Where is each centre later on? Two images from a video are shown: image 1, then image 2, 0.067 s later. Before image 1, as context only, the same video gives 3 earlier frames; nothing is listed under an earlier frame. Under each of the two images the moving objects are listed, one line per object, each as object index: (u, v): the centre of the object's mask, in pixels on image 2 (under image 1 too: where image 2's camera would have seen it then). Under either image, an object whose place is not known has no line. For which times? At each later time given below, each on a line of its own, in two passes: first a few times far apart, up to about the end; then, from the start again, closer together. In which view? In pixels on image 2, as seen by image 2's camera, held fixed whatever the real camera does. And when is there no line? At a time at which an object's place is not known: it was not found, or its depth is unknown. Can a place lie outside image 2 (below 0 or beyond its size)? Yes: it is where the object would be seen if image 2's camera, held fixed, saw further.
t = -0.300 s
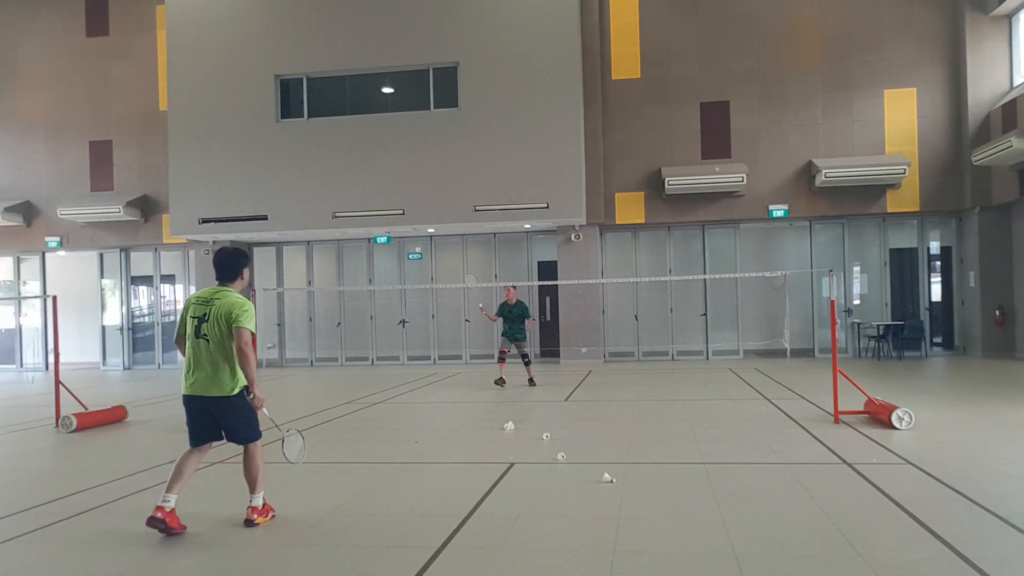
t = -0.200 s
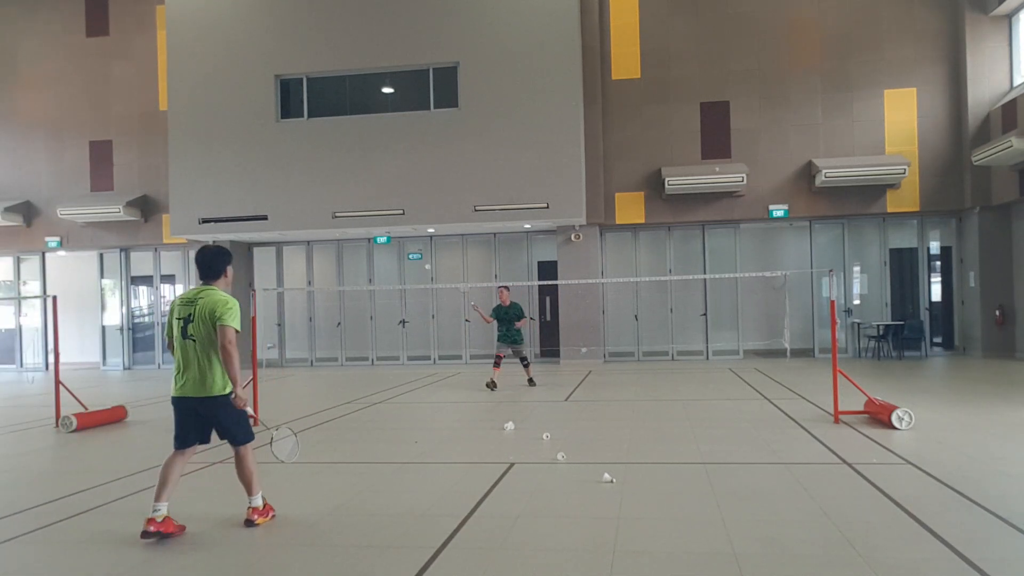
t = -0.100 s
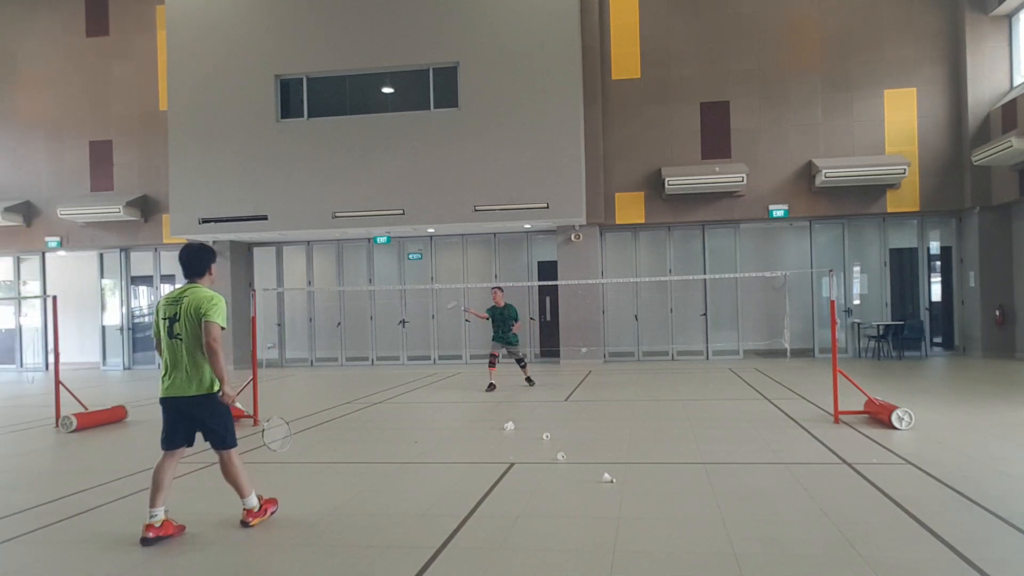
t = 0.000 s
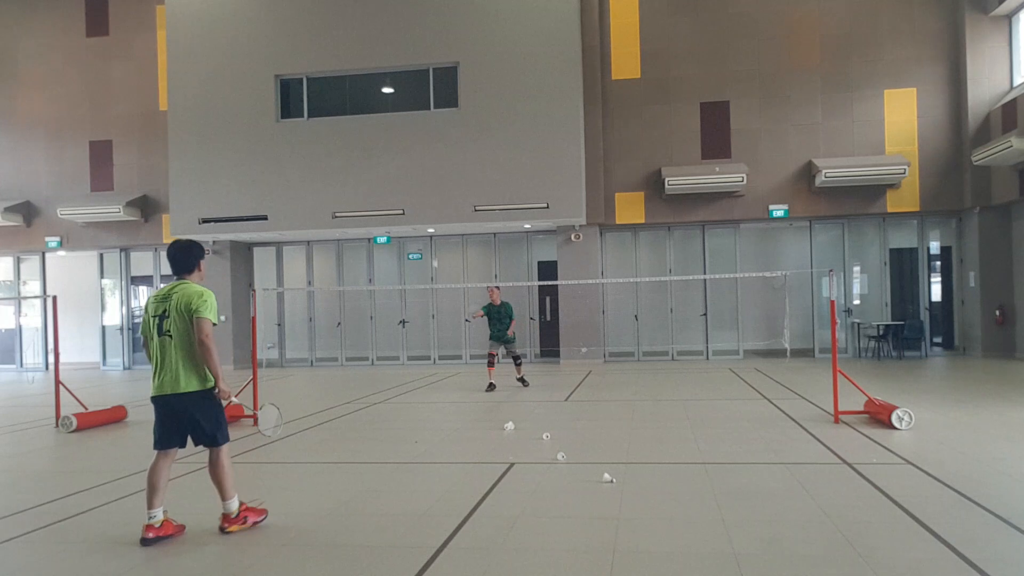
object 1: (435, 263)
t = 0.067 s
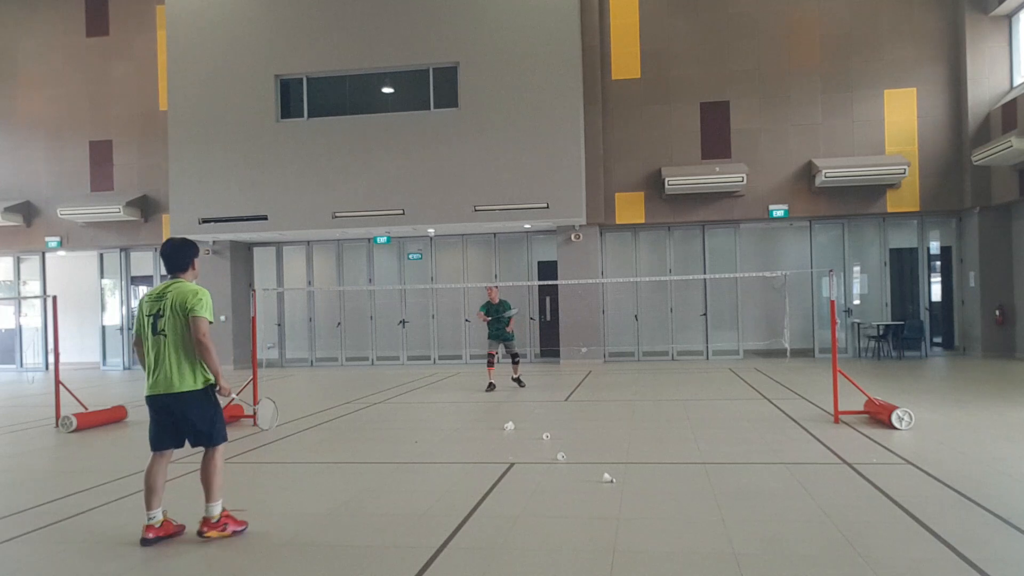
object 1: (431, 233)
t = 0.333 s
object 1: (409, 154)
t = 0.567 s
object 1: (389, 142)
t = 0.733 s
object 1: (373, 178)
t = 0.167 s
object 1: (422, 195)
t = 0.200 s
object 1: (419, 185)
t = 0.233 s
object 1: (416, 176)
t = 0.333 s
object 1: (409, 154)
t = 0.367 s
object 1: (405, 148)
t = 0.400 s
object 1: (402, 144)
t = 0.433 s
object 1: (400, 141)
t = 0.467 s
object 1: (398, 139)
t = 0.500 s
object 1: (395, 139)
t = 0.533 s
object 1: (392, 140)
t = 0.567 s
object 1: (389, 142)
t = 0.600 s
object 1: (386, 146)
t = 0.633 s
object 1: (382, 152)
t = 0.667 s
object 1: (379, 158)
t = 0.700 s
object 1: (376, 167)
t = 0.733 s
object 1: (373, 178)
